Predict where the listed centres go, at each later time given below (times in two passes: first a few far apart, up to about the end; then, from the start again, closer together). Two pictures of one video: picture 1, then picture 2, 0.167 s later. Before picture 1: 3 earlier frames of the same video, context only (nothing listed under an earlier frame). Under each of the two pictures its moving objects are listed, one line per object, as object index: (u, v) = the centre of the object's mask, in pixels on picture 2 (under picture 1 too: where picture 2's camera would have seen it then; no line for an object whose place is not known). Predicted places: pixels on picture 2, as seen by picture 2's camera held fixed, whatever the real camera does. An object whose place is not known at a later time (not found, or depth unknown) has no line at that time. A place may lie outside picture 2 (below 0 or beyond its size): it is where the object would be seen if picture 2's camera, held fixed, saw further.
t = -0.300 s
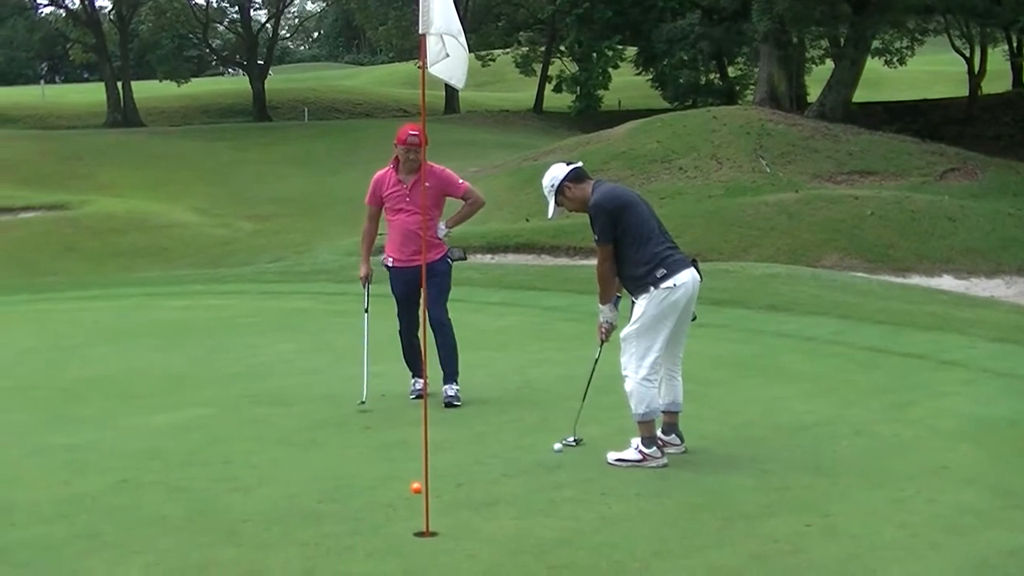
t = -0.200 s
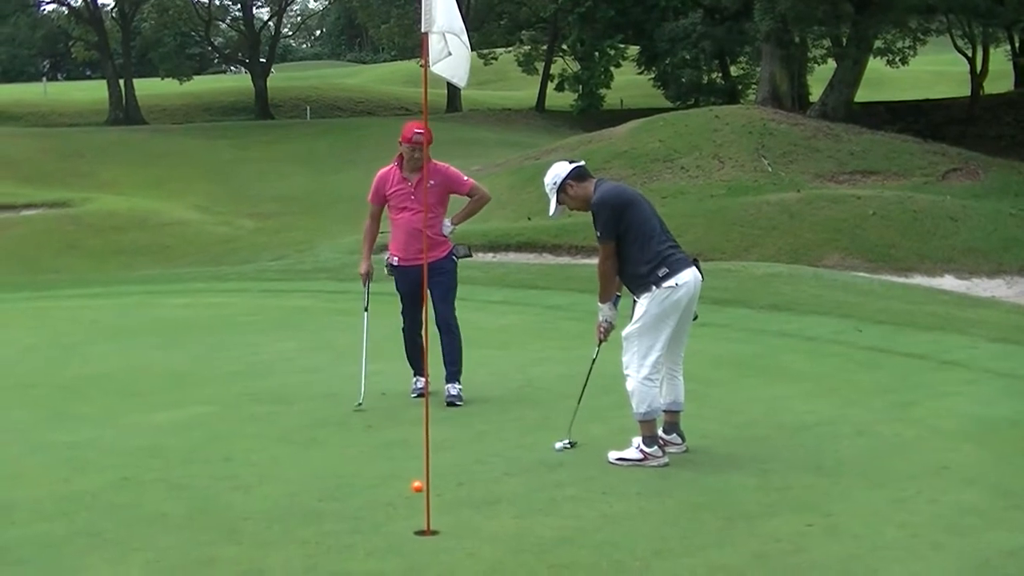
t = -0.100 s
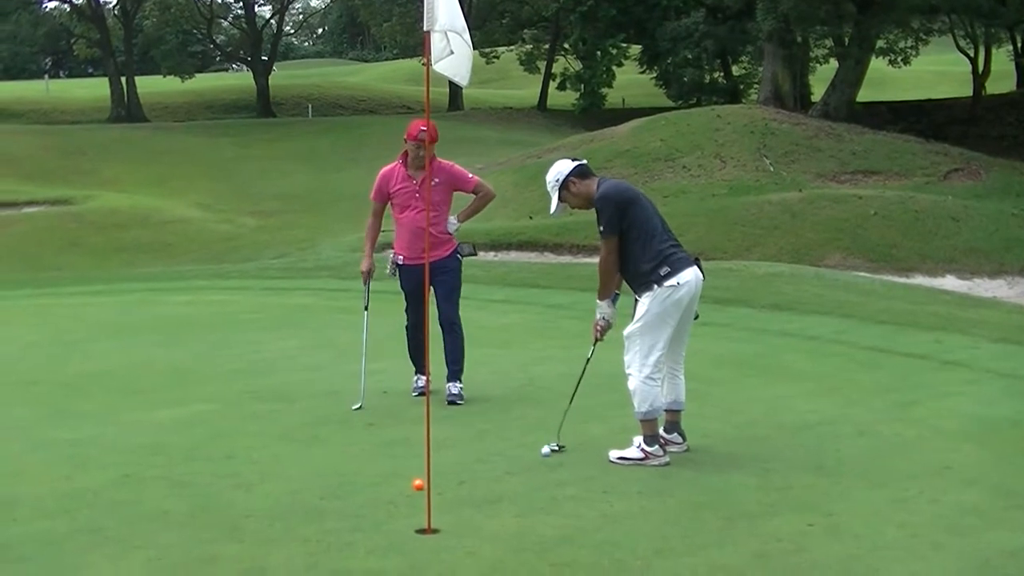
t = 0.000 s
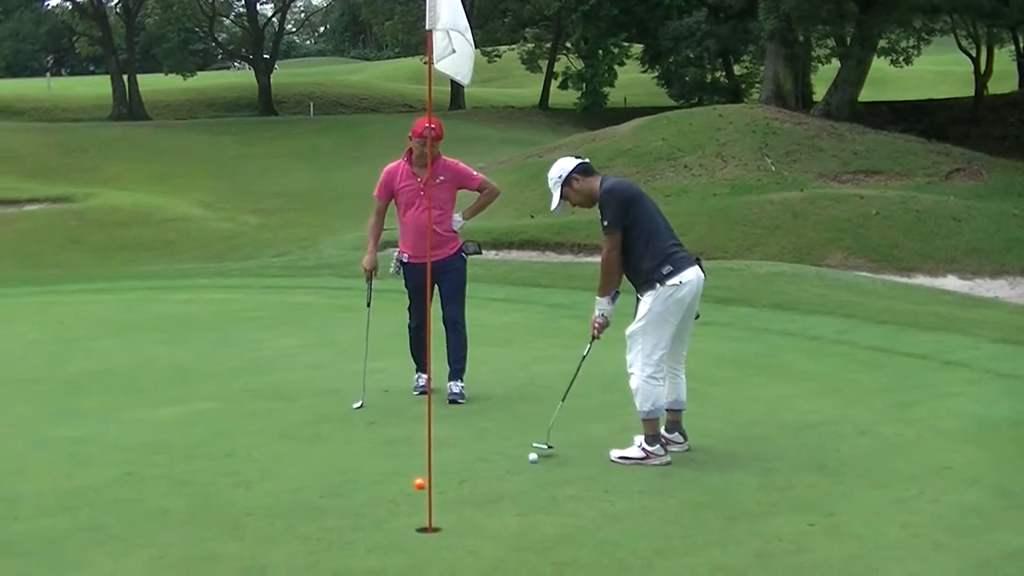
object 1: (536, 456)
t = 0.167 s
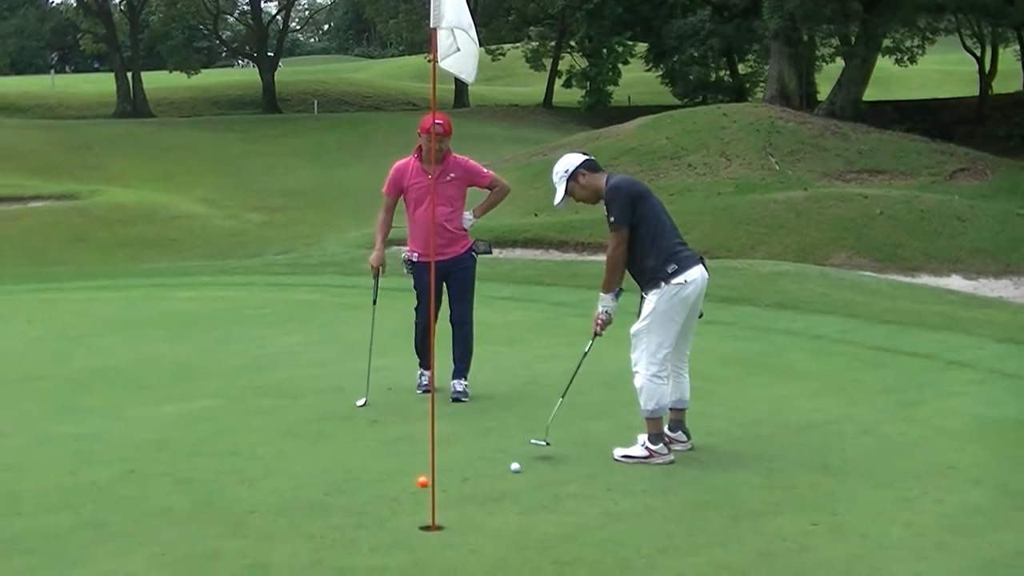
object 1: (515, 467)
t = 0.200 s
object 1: (511, 470)
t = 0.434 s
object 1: (485, 484)
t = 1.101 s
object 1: (435, 521)
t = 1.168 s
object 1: (432, 525)
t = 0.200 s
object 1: (511, 470)
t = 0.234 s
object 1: (507, 472)
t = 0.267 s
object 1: (503, 474)
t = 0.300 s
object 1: (499, 476)
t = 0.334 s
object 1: (495, 478)
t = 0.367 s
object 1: (491, 481)
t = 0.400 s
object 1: (488, 483)
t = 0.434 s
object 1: (485, 484)
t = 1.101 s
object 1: (435, 521)
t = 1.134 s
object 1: (434, 522)
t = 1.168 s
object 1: (432, 525)
